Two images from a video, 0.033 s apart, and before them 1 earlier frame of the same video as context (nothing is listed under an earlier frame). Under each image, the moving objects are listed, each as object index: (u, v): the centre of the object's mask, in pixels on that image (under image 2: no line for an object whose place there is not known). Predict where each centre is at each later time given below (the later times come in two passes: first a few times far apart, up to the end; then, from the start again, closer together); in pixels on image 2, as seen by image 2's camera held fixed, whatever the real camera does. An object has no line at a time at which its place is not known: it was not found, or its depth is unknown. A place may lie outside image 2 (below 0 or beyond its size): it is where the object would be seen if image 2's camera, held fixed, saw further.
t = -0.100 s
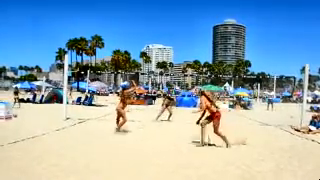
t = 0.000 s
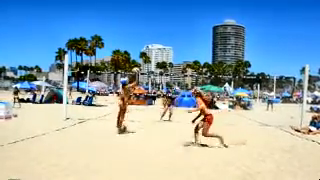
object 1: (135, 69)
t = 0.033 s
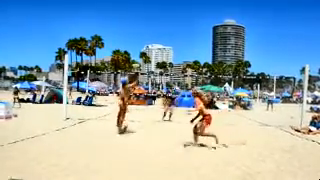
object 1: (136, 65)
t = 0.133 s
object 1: (136, 50)
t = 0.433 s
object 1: (135, 21)
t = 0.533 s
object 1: (135, 19)
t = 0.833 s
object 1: (135, 28)
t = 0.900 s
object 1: (136, 32)
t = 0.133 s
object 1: (136, 50)
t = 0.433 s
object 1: (135, 21)
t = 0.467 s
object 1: (136, 19)
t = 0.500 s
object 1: (135, 19)
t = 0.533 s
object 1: (135, 19)
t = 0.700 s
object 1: (136, 18)
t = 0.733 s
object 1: (136, 20)
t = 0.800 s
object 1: (135, 23)
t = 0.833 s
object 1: (135, 28)
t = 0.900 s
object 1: (136, 32)
